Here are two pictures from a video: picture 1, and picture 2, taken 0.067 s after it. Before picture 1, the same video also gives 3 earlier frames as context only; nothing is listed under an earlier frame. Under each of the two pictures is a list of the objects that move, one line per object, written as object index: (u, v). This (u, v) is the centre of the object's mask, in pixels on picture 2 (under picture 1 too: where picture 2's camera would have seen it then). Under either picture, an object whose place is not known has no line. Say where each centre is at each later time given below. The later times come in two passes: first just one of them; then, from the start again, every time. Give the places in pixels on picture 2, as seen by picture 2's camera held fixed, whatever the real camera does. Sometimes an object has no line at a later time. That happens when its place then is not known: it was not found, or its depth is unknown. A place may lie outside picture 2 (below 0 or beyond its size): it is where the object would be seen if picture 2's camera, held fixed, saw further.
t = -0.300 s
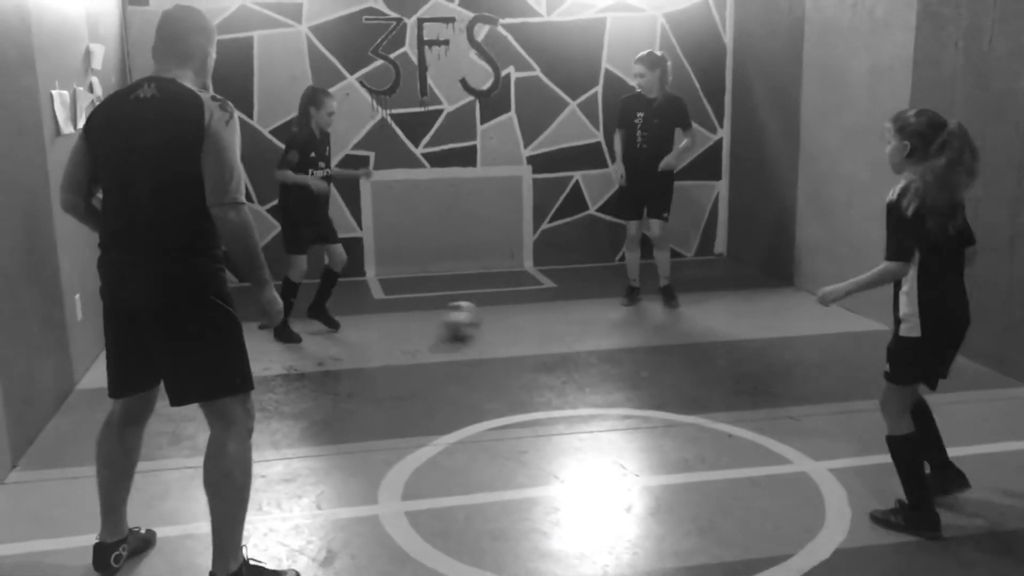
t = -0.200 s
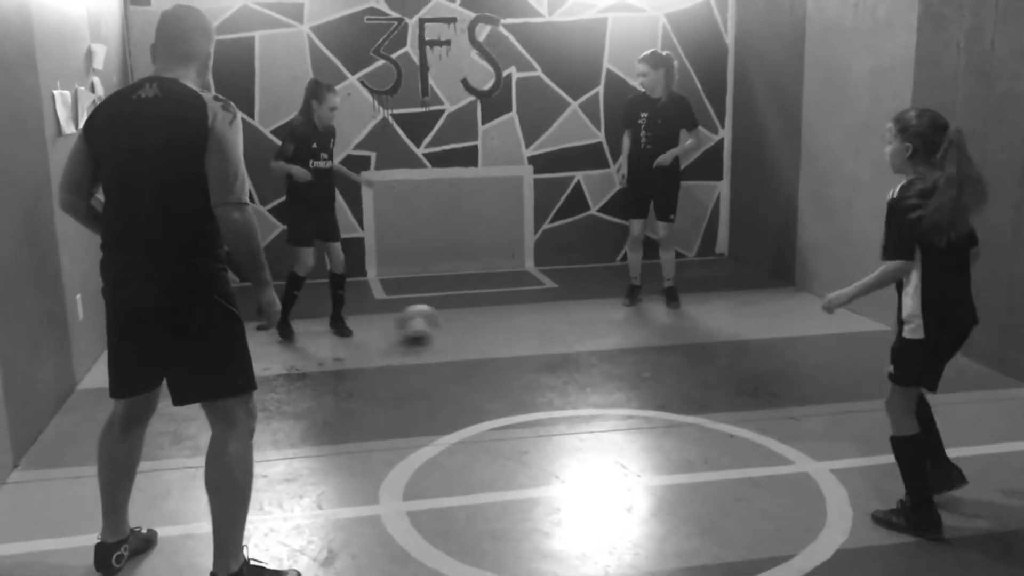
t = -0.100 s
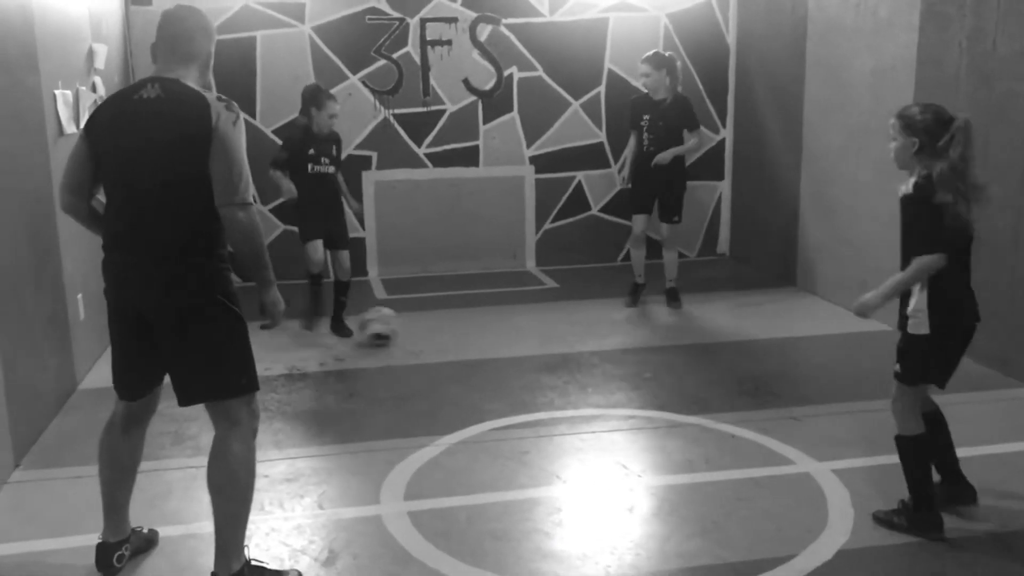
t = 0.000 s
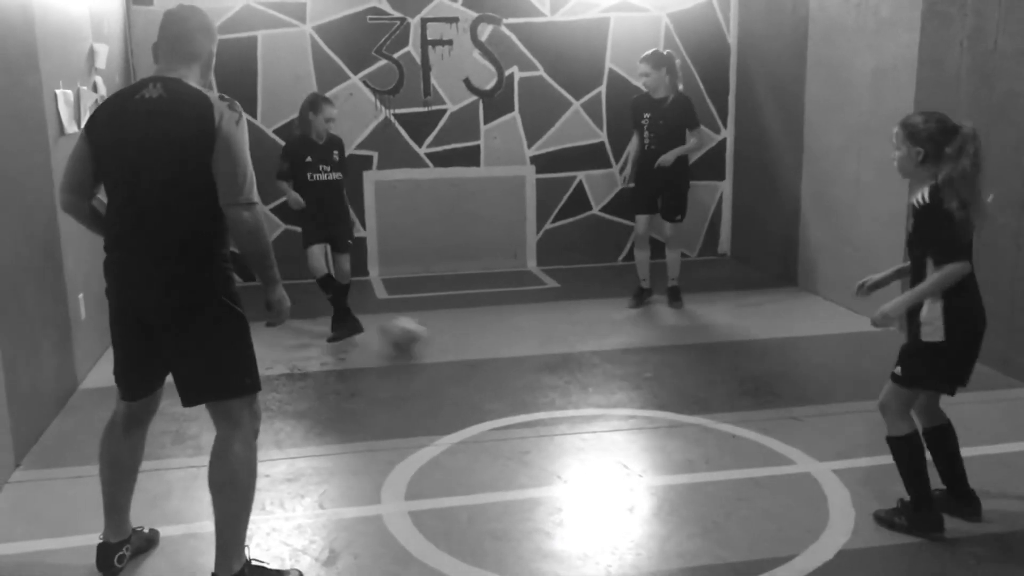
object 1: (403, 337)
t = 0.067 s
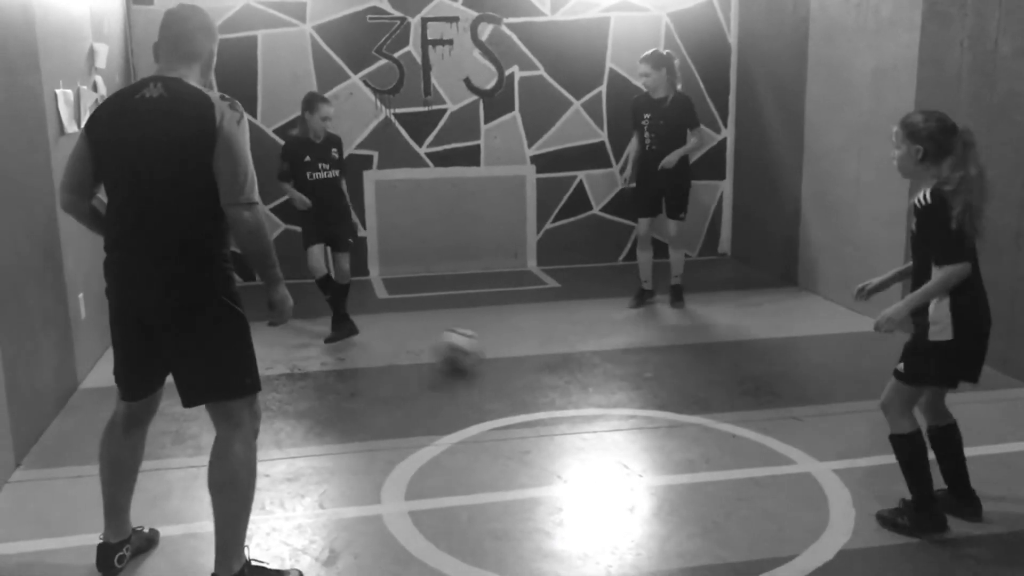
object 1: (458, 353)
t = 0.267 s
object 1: (624, 392)
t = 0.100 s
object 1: (482, 361)
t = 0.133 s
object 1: (511, 364)
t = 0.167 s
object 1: (539, 371)
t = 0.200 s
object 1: (566, 381)
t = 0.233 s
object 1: (594, 386)
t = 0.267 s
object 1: (624, 392)
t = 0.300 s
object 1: (654, 401)
